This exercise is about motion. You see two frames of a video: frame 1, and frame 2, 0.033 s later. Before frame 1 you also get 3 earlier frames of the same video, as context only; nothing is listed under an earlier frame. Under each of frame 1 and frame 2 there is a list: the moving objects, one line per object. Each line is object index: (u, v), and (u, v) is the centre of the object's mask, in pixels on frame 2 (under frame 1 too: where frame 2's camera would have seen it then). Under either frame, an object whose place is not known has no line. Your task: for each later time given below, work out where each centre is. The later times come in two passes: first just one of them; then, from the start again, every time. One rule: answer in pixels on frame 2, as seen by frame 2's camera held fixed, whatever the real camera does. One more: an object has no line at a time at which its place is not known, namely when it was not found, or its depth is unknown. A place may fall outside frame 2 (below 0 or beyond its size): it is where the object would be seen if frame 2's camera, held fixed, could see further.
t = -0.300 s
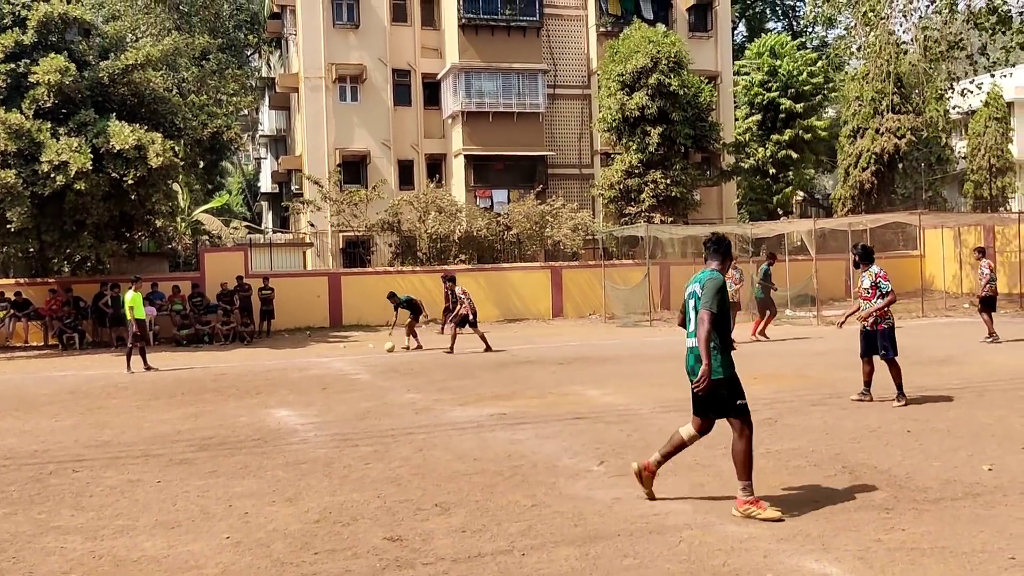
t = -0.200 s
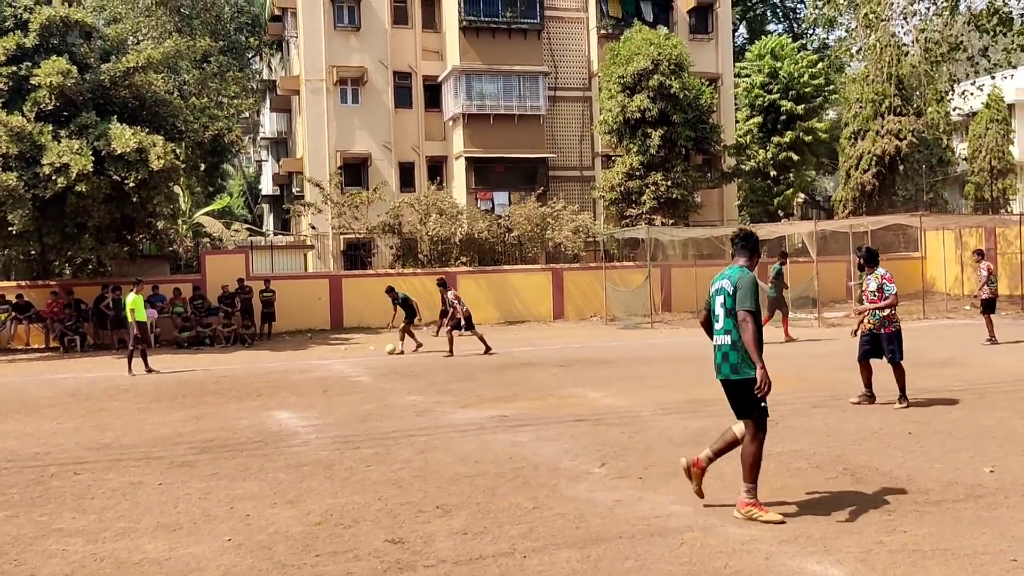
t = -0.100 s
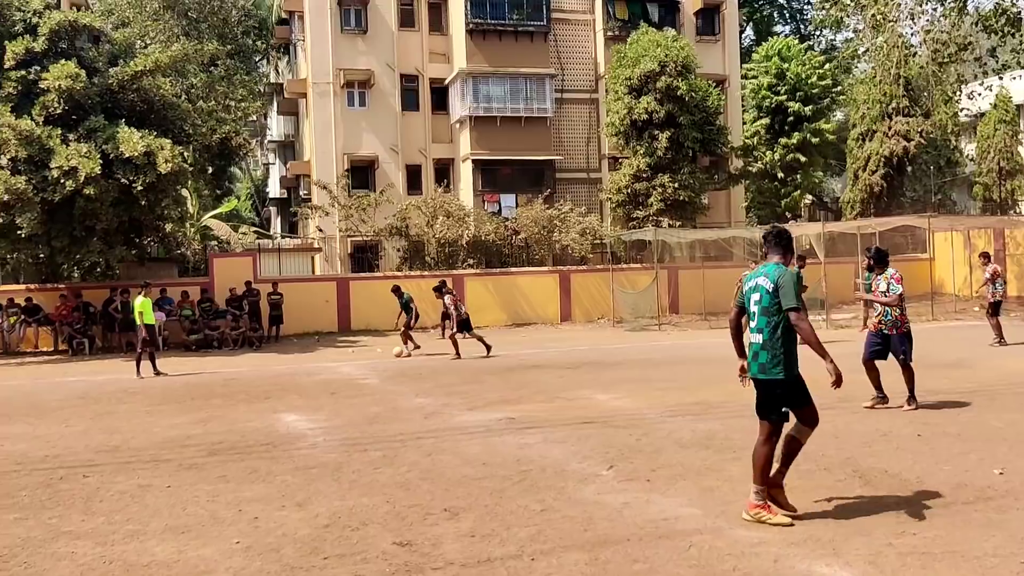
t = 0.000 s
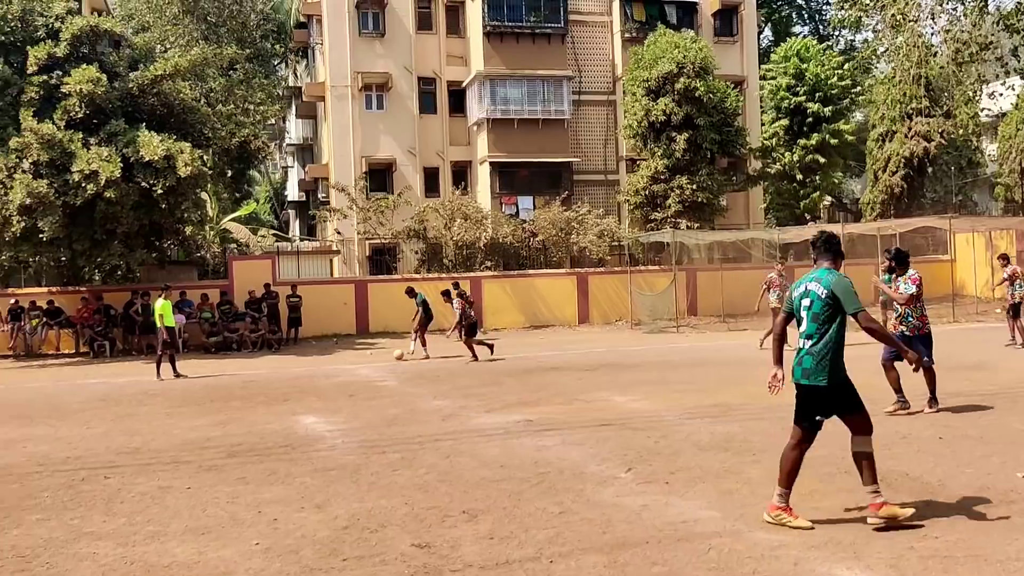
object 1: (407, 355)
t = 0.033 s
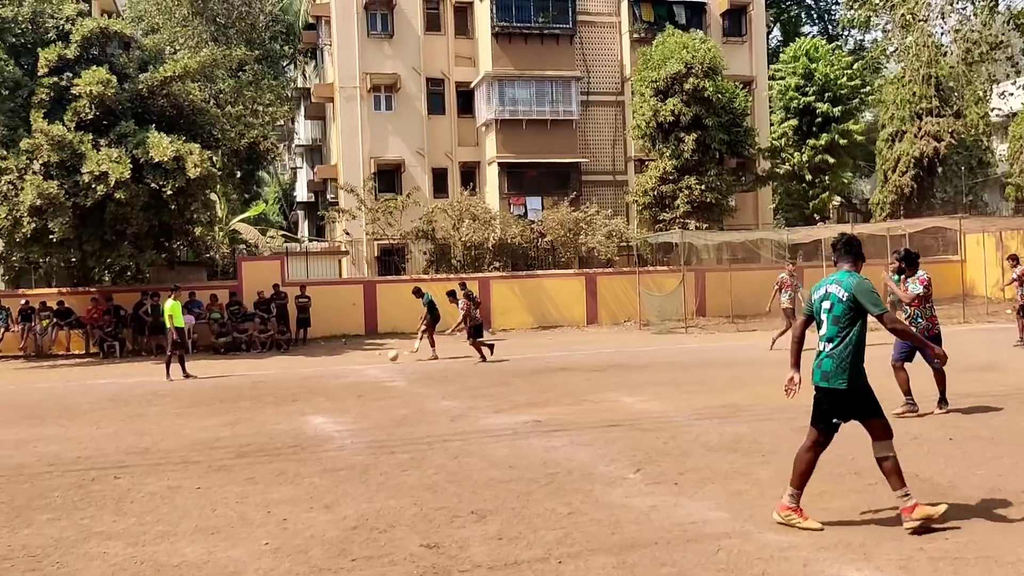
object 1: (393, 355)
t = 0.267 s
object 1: (293, 366)
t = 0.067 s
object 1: (380, 356)
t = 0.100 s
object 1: (365, 358)
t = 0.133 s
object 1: (351, 360)
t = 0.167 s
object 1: (336, 362)
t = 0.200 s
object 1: (321, 365)
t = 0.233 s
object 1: (307, 365)
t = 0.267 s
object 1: (293, 366)
